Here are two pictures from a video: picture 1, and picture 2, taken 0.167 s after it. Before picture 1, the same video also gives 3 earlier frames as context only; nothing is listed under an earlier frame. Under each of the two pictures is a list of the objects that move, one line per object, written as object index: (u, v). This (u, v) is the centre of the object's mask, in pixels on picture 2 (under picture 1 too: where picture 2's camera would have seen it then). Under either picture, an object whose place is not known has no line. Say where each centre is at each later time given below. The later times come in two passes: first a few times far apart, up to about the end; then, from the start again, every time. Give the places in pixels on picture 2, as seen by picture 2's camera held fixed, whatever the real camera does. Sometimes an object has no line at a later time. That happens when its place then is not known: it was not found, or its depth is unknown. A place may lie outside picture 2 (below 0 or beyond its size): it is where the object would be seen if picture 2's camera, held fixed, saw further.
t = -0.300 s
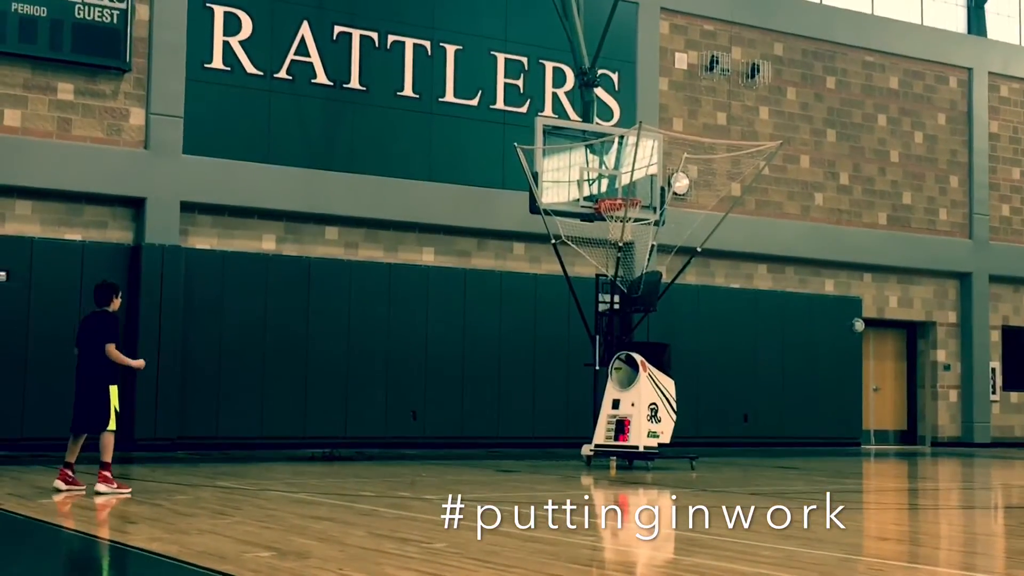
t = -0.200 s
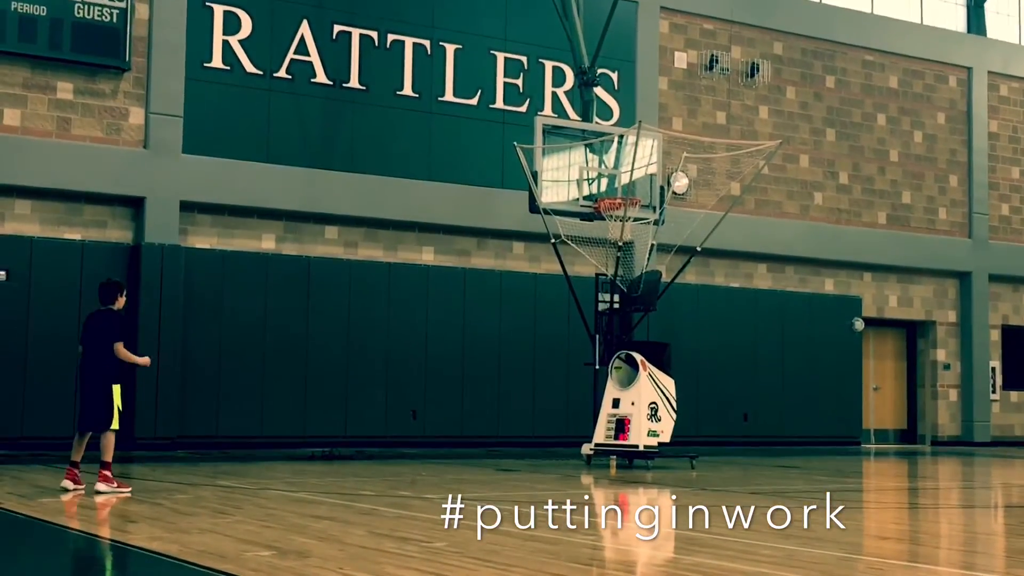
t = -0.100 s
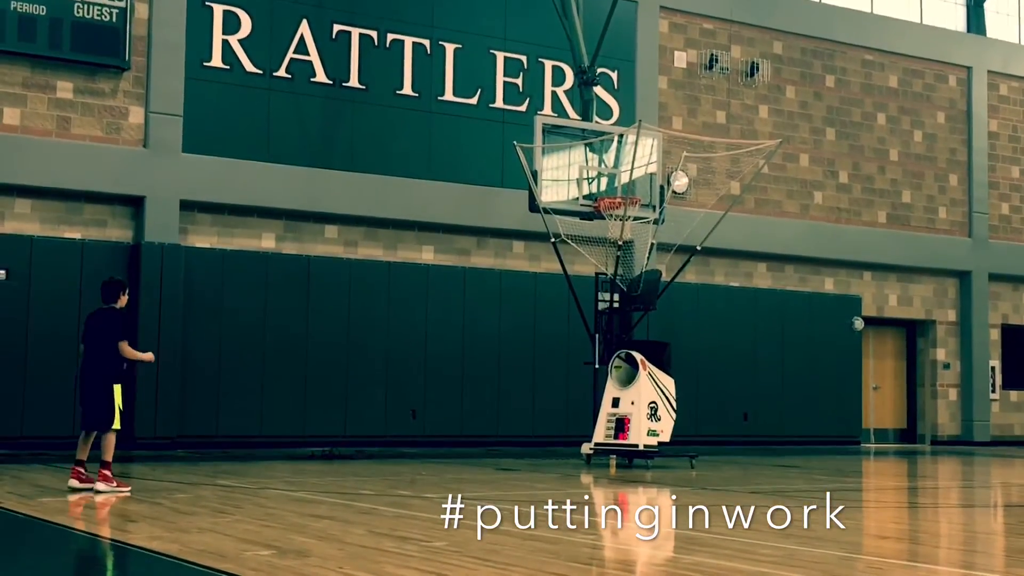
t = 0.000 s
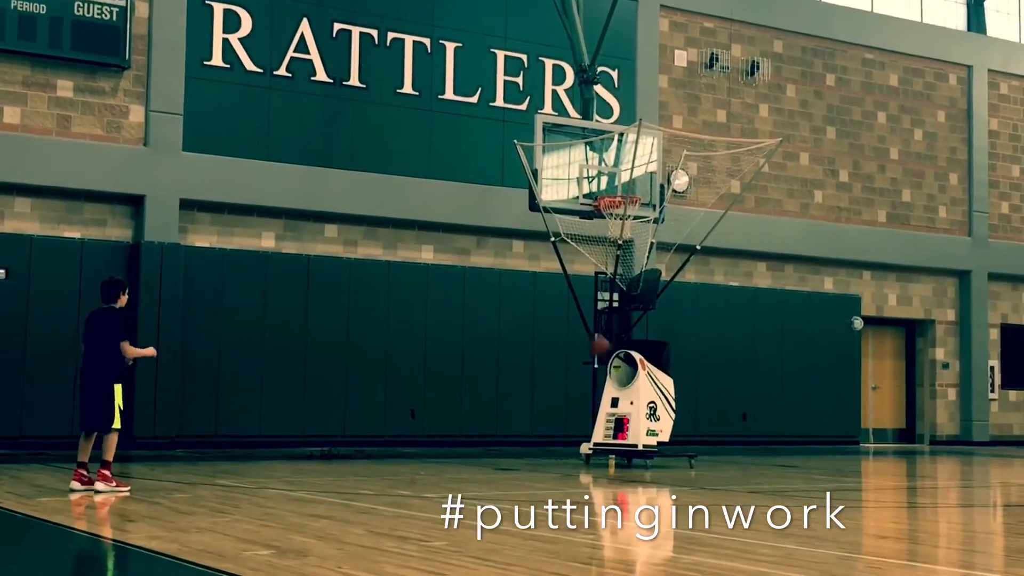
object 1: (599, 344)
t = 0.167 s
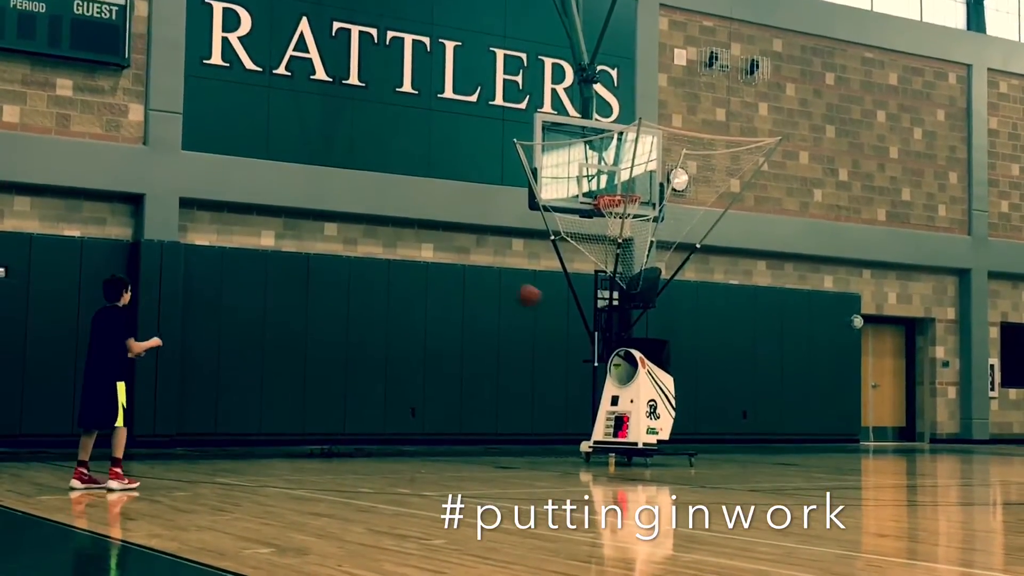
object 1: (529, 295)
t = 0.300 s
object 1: (467, 274)
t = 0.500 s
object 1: (362, 272)
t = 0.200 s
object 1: (513, 289)
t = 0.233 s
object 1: (499, 282)
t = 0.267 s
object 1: (483, 278)
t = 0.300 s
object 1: (467, 274)
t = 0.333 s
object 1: (450, 272)
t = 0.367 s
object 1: (433, 270)
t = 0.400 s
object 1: (416, 269)
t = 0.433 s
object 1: (398, 269)
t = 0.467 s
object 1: (380, 269)
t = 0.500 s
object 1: (362, 272)
